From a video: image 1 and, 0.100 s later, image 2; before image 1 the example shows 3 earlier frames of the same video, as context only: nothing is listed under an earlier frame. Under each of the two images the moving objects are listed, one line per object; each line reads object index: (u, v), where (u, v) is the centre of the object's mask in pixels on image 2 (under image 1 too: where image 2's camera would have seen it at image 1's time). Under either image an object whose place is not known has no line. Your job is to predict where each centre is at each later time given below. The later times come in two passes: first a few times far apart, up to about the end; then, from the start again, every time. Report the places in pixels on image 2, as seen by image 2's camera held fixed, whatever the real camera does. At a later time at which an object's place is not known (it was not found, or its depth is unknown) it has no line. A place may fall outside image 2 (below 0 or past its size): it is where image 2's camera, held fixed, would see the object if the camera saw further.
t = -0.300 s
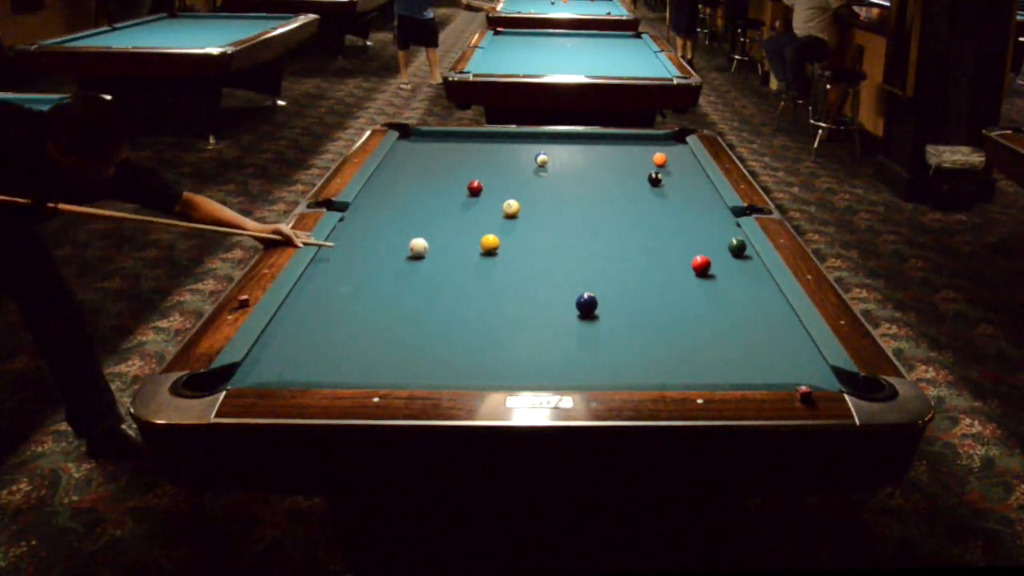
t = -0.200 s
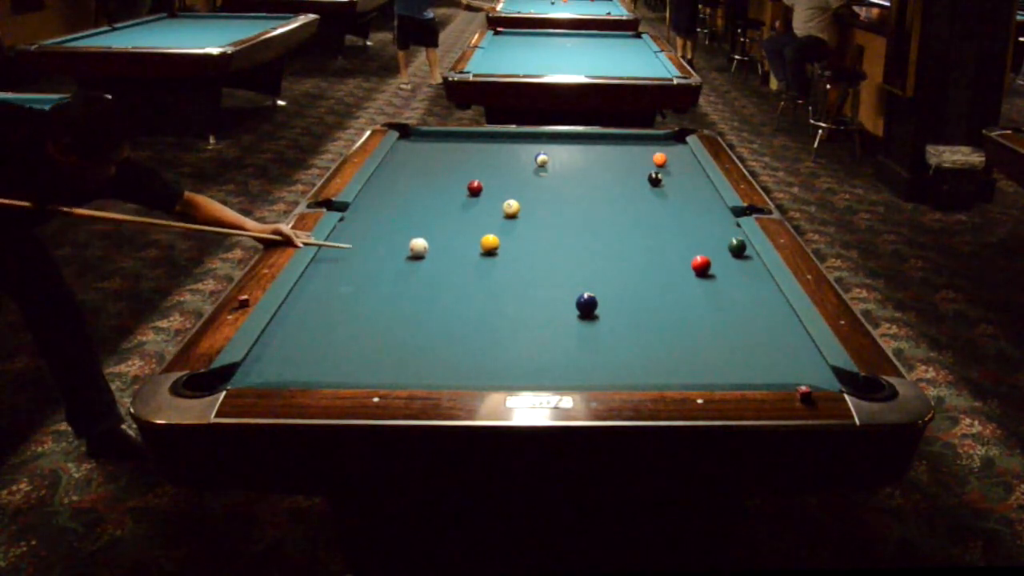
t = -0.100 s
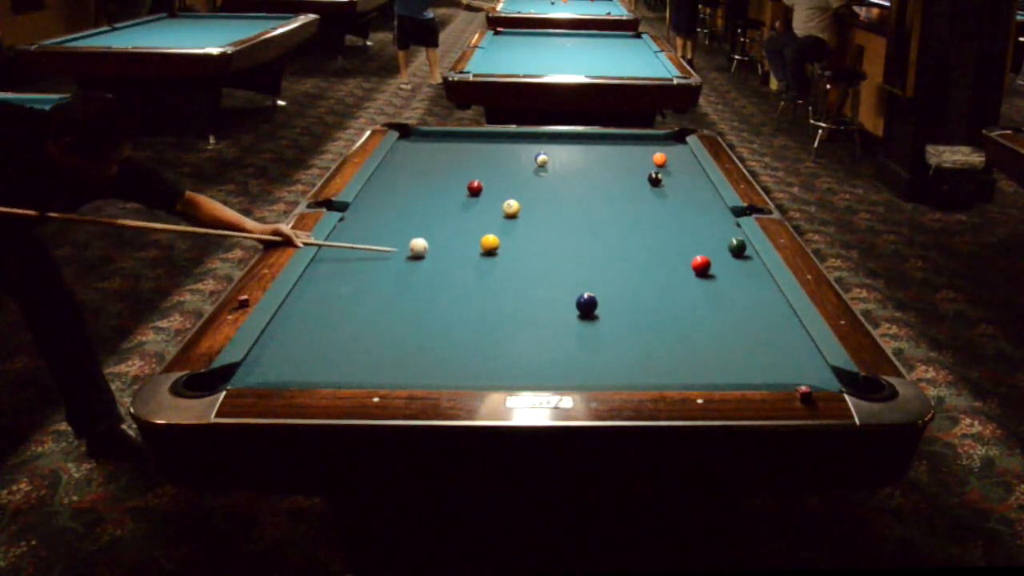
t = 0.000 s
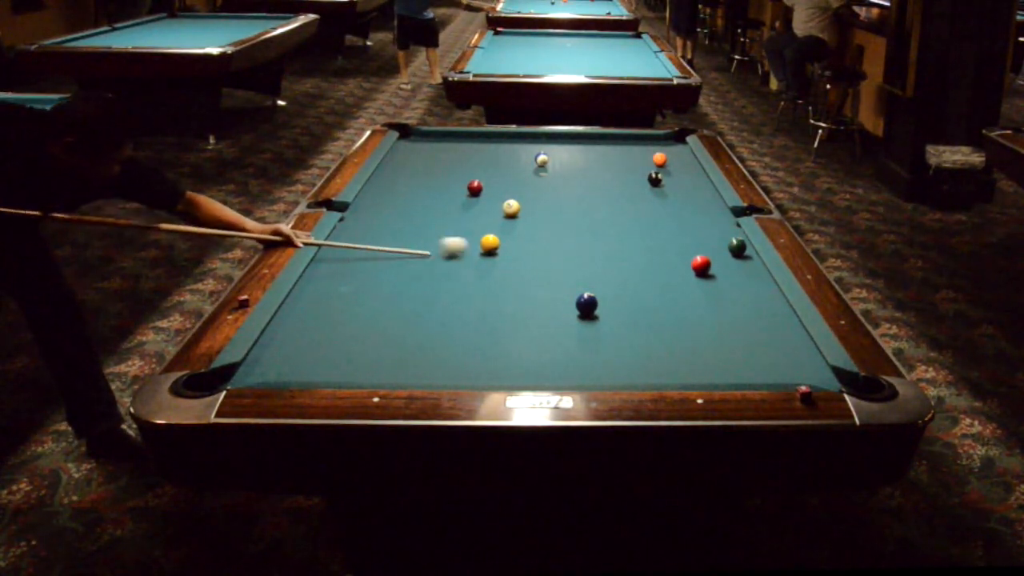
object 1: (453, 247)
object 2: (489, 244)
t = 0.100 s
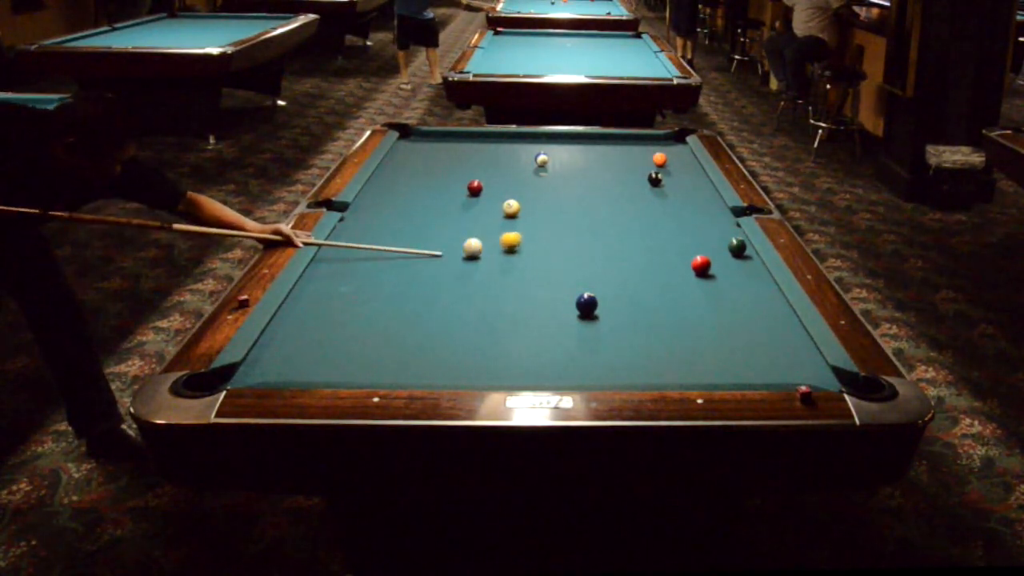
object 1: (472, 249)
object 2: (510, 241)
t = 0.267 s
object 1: (472, 252)
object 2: (557, 236)
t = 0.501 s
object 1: (472, 258)
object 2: (616, 229)
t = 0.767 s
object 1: (473, 263)
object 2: (678, 222)
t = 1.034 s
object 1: (474, 267)
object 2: (733, 215)
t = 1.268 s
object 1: (475, 271)
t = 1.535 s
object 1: (477, 274)
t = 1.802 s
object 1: (477, 277)
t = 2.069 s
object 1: (478, 278)
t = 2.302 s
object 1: (478, 279)
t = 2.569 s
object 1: (478, 279)
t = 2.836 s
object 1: (478, 279)
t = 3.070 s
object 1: (478, 279)
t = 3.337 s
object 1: (477, 279)
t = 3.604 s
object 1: (477, 279)
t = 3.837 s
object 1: (477, 279)
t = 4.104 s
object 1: (477, 279)
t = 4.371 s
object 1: (478, 279)
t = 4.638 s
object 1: (478, 279)
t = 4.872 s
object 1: (478, 279)
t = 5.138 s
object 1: (478, 279)
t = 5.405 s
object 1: (477, 279)
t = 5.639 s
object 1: (478, 279)
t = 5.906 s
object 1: (477, 279)
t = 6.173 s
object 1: (478, 279)
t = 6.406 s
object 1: (478, 279)
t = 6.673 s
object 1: (478, 279)
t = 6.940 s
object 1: (478, 279)
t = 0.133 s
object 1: (472, 249)
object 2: (520, 240)
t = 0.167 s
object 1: (472, 250)
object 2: (530, 239)
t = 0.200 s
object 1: (472, 251)
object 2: (539, 238)
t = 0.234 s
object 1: (472, 252)
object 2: (548, 237)
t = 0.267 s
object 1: (472, 252)
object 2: (557, 236)
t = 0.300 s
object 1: (472, 253)
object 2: (565, 235)
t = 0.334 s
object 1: (472, 254)
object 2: (574, 234)
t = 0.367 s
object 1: (472, 255)
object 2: (582, 233)
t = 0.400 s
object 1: (472, 255)
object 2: (591, 232)
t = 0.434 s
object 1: (472, 256)
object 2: (599, 231)
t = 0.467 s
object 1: (472, 257)
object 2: (608, 230)
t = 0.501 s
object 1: (472, 258)
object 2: (616, 229)
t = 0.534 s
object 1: (473, 258)
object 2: (624, 229)
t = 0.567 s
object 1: (473, 259)
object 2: (632, 227)
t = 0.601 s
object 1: (473, 260)
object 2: (640, 227)
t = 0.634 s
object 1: (473, 260)
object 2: (647, 226)
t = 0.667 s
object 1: (473, 261)
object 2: (655, 225)
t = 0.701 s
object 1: (473, 261)
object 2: (663, 224)
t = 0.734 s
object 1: (473, 262)
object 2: (670, 223)
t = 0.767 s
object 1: (473, 263)
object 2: (678, 222)
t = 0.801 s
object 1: (473, 263)
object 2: (685, 221)
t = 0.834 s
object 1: (473, 264)
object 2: (692, 220)
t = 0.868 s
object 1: (473, 264)
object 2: (700, 220)
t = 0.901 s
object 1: (474, 265)
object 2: (707, 219)
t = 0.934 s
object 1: (474, 266)
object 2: (714, 218)
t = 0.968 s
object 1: (474, 266)
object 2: (720, 217)
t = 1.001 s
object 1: (474, 267)
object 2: (727, 216)
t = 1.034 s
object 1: (474, 267)
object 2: (733, 215)
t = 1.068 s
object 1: (474, 268)
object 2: (739, 215)
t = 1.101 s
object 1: (475, 268)
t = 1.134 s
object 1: (474, 269)
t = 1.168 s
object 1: (475, 269)
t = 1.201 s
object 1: (475, 270)
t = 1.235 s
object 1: (475, 270)
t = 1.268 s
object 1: (475, 271)
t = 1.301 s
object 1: (475, 271)
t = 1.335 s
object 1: (476, 272)
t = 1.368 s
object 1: (476, 272)
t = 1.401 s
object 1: (476, 273)
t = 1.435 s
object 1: (476, 273)
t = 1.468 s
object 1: (477, 273)
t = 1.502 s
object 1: (477, 274)
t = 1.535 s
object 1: (477, 274)
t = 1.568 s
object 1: (477, 274)
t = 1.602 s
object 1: (477, 275)
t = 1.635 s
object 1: (477, 275)
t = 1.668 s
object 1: (477, 275)
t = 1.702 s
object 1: (477, 276)
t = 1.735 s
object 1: (477, 276)
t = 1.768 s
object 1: (477, 276)
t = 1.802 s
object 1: (477, 277)
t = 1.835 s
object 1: (478, 277)
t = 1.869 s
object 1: (478, 277)
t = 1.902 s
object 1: (478, 277)
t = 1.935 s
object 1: (478, 278)
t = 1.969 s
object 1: (478, 278)
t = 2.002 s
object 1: (478, 278)
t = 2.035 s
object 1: (478, 278)
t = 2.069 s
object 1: (478, 278)
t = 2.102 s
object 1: (478, 279)
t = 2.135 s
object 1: (478, 279)
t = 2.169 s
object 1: (478, 279)
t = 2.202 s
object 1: (478, 279)
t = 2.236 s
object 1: (478, 279)
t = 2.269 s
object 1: (478, 279)
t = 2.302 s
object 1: (478, 279)
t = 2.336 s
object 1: (478, 279)
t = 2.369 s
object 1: (478, 279)
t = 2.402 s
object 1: (478, 279)
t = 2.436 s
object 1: (478, 279)
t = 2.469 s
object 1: (478, 279)
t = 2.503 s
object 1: (478, 279)
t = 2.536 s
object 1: (478, 279)
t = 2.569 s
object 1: (478, 279)
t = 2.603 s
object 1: (478, 279)
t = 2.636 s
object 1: (478, 279)
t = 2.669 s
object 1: (478, 279)
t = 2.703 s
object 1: (478, 279)
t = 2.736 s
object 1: (478, 279)
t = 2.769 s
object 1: (478, 279)
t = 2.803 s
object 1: (478, 279)
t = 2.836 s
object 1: (478, 279)
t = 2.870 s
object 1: (478, 279)
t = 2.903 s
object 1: (478, 279)
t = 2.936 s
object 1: (478, 279)
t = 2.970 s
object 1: (478, 279)
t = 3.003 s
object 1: (478, 279)
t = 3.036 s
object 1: (478, 279)
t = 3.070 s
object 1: (478, 279)
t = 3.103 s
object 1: (478, 279)
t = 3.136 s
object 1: (478, 279)
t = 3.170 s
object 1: (478, 279)
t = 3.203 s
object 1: (477, 279)
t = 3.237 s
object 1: (477, 279)
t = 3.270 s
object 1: (477, 279)
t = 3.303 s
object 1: (477, 279)
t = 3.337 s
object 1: (477, 279)
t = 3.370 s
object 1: (477, 279)
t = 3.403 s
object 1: (477, 279)
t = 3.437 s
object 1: (477, 279)
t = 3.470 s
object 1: (477, 279)
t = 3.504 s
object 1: (477, 279)
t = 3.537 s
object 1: (477, 279)
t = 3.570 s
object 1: (477, 279)
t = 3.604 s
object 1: (477, 279)
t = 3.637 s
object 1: (477, 279)
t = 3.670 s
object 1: (477, 279)
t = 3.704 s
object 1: (477, 279)
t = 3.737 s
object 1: (477, 279)
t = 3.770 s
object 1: (477, 279)
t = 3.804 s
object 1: (477, 279)
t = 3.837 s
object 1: (477, 279)
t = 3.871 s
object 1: (477, 279)
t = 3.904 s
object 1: (477, 279)
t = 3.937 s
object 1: (477, 279)
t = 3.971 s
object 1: (477, 279)
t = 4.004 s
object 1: (477, 279)
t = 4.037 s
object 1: (477, 279)
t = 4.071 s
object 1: (477, 279)
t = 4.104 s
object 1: (477, 279)
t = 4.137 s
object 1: (477, 279)
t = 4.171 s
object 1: (477, 279)
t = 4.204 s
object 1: (478, 279)
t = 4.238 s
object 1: (478, 279)
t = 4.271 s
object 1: (478, 279)
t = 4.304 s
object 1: (478, 279)
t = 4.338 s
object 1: (478, 279)
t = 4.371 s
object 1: (478, 279)
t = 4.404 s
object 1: (478, 279)
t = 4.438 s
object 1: (478, 279)
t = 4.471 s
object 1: (478, 279)
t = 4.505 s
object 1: (478, 279)
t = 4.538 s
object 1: (478, 279)
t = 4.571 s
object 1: (478, 279)
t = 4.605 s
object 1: (478, 279)
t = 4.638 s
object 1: (478, 279)
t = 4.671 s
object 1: (478, 279)
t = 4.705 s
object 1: (478, 279)
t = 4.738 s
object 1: (478, 279)
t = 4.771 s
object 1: (478, 279)
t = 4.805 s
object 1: (478, 279)
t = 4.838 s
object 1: (478, 279)
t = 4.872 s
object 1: (478, 279)
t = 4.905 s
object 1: (478, 279)
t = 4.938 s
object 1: (478, 279)
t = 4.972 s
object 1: (477, 279)
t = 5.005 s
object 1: (477, 279)
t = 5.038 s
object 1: (477, 279)
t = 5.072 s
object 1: (477, 279)
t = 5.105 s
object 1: (478, 279)
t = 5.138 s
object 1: (478, 279)
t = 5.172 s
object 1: (477, 279)
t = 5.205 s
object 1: (478, 279)
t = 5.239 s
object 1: (477, 279)
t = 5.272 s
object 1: (477, 279)
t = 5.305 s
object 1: (477, 279)
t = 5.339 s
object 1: (477, 279)
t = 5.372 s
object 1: (477, 279)
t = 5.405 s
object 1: (477, 279)
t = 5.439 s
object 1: (477, 279)
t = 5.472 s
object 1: (477, 279)
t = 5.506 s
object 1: (477, 279)
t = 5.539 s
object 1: (477, 279)
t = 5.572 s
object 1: (478, 279)
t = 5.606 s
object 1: (477, 279)
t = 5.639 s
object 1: (478, 279)
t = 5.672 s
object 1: (477, 279)
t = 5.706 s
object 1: (477, 279)
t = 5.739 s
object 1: (477, 279)
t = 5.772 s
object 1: (477, 279)
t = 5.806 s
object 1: (477, 279)
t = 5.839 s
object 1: (477, 279)
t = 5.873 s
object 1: (477, 279)
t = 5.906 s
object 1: (477, 279)
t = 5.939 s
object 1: (478, 279)
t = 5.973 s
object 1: (478, 279)
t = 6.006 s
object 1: (478, 279)
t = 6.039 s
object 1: (478, 279)
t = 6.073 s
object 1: (478, 279)
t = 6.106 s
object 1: (478, 279)
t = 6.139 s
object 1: (478, 279)
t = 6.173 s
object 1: (478, 279)
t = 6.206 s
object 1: (478, 279)
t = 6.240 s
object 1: (478, 279)
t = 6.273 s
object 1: (478, 279)
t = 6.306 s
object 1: (478, 279)
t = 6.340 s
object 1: (478, 279)
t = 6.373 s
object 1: (478, 279)
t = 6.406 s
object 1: (478, 279)
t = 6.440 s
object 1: (478, 279)
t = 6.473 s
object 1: (478, 279)
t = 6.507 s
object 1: (478, 279)
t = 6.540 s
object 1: (478, 279)
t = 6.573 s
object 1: (478, 279)
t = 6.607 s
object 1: (478, 279)
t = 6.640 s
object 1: (478, 279)
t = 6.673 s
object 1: (478, 279)
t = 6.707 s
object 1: (478, 279)
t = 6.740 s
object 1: (478, 279)
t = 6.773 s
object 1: (478, 279)
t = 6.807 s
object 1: (478, 279)
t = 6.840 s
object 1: (478, 279)
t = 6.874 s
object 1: (478, 279)
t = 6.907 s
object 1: (478, 279)
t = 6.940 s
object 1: (478, 279)
